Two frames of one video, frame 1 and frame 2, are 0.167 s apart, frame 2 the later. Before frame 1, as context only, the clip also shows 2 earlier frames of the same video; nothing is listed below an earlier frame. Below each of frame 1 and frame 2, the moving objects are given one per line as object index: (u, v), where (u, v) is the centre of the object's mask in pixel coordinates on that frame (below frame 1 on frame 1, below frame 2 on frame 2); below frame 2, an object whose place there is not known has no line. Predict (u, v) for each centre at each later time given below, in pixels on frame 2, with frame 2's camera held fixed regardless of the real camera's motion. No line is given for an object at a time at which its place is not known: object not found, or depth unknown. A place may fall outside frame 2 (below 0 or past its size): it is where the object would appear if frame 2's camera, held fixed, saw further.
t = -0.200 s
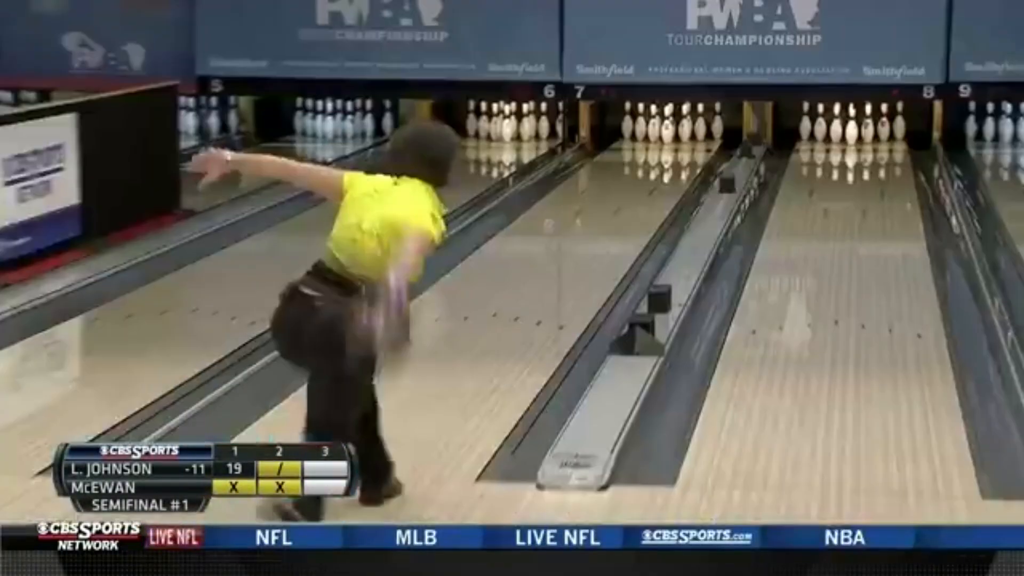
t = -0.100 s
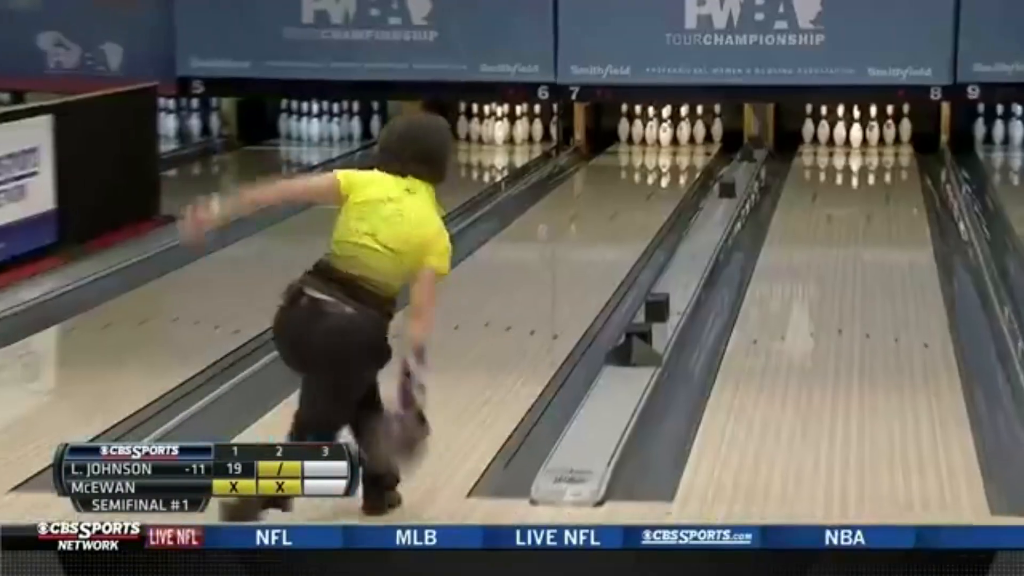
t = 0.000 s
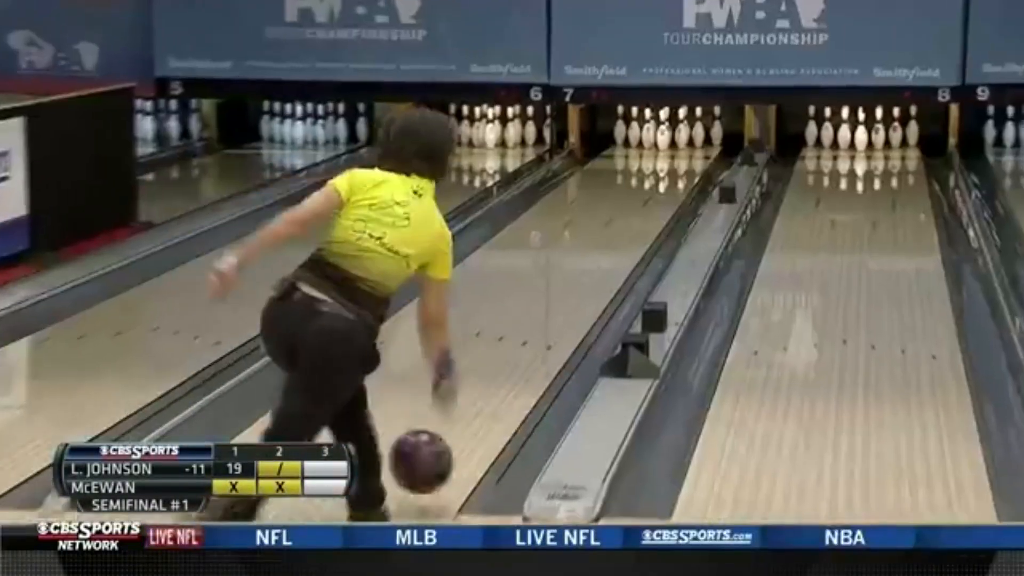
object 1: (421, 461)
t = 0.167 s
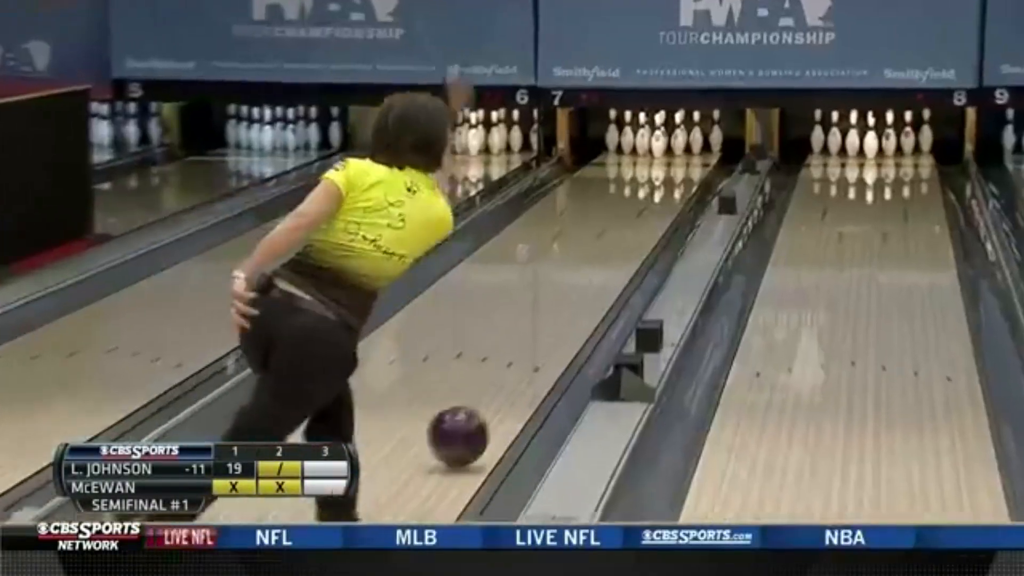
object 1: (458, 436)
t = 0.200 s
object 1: (469, 426)
